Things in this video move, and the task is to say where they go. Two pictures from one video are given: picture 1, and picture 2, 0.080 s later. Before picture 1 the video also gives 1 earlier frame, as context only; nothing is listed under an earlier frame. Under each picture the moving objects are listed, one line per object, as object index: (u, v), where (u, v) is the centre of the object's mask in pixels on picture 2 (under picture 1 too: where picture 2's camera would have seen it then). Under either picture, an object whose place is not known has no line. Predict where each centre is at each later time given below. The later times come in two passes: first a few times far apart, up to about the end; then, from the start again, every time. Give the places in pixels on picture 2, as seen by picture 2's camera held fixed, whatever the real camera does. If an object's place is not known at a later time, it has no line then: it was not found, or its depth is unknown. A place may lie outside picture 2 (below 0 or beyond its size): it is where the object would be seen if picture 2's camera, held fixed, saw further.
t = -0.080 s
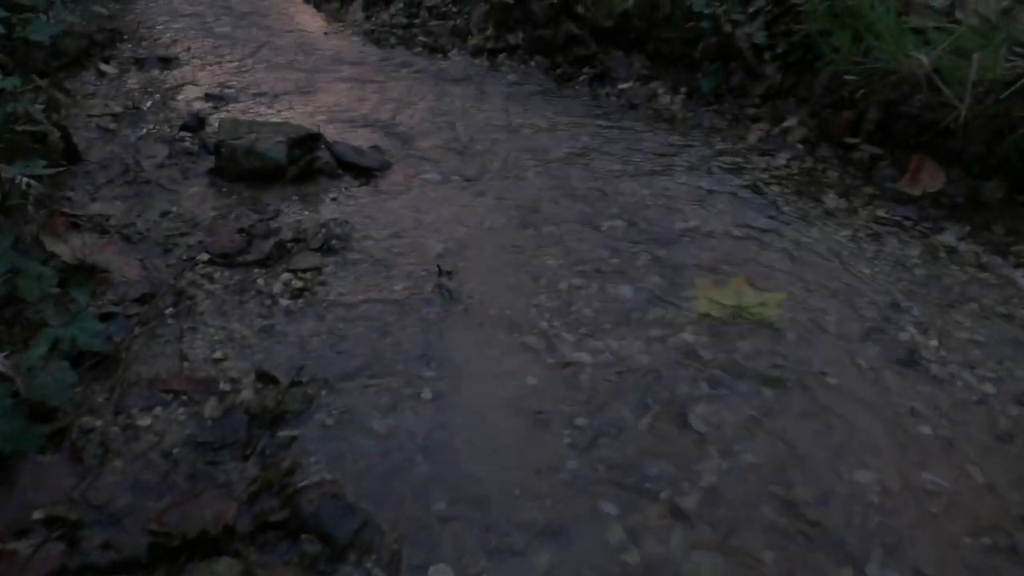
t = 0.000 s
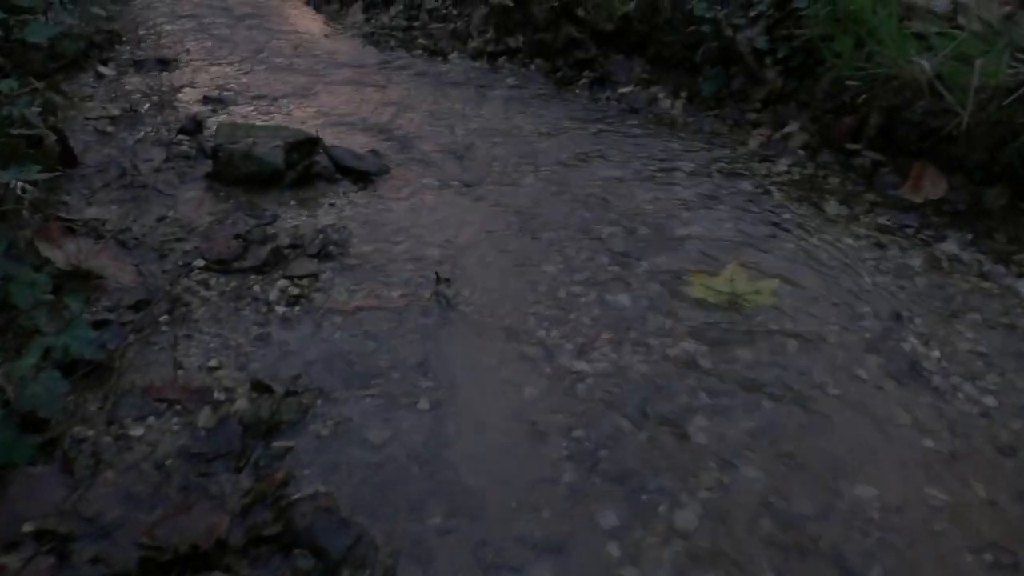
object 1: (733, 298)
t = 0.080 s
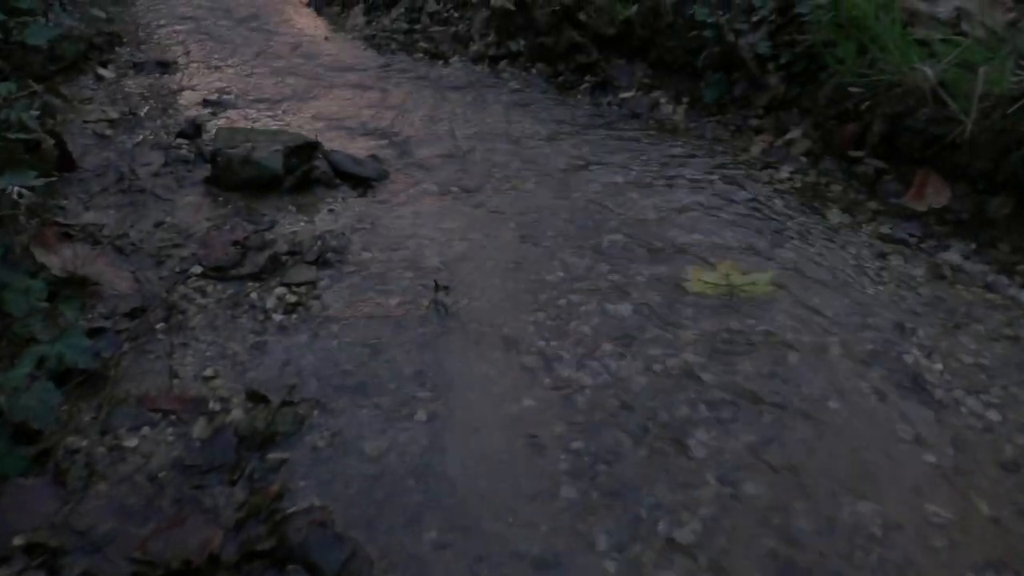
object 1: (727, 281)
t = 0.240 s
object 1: (717, 249)
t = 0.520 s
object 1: (680, 200)
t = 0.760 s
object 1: (641, 164)
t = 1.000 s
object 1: (599, 135)
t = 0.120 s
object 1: (724, 272)
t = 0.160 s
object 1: (722, 264)
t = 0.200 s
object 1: (720, 256)
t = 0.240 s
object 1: (717, 249)
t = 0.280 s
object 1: (715, 242)
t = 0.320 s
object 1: (708, 235)
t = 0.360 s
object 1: (705, 226)
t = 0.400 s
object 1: (699, 219)
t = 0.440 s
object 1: (694, 214)
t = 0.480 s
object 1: (686, 206)
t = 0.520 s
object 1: (680, 200)
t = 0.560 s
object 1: (674, 194)
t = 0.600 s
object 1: (669, 187)
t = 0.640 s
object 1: (662, 182)
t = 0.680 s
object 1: (655, 178)
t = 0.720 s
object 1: (648, 170)
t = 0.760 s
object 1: (641, 164)
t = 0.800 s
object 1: (634, 158)
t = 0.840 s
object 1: (629, 153)
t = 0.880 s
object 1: (621, 147)
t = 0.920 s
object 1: (611, 143)
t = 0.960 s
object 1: (606, 139)
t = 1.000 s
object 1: (599, 135)
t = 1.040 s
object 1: (589, 131)
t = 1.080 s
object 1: (580, 128)
